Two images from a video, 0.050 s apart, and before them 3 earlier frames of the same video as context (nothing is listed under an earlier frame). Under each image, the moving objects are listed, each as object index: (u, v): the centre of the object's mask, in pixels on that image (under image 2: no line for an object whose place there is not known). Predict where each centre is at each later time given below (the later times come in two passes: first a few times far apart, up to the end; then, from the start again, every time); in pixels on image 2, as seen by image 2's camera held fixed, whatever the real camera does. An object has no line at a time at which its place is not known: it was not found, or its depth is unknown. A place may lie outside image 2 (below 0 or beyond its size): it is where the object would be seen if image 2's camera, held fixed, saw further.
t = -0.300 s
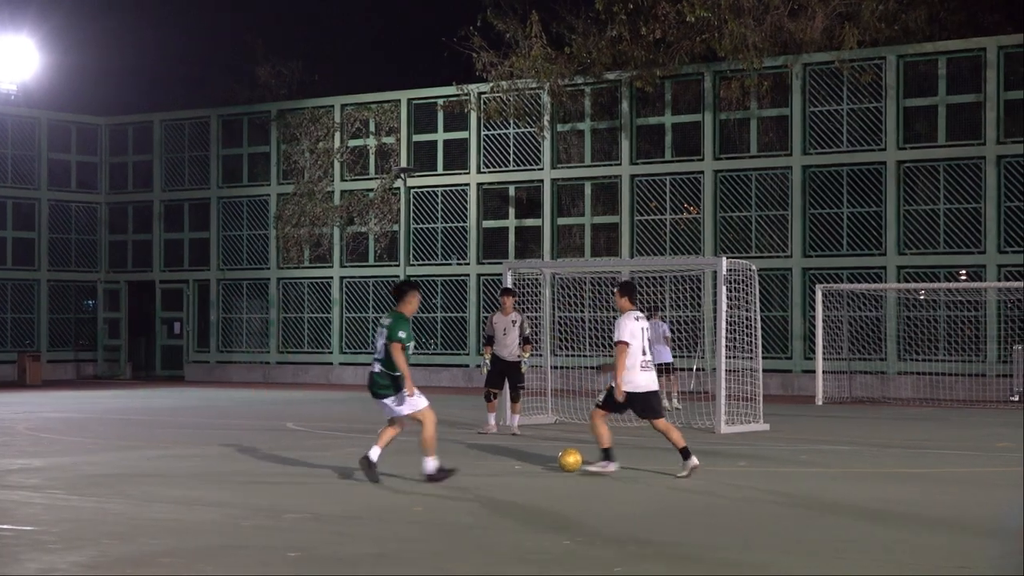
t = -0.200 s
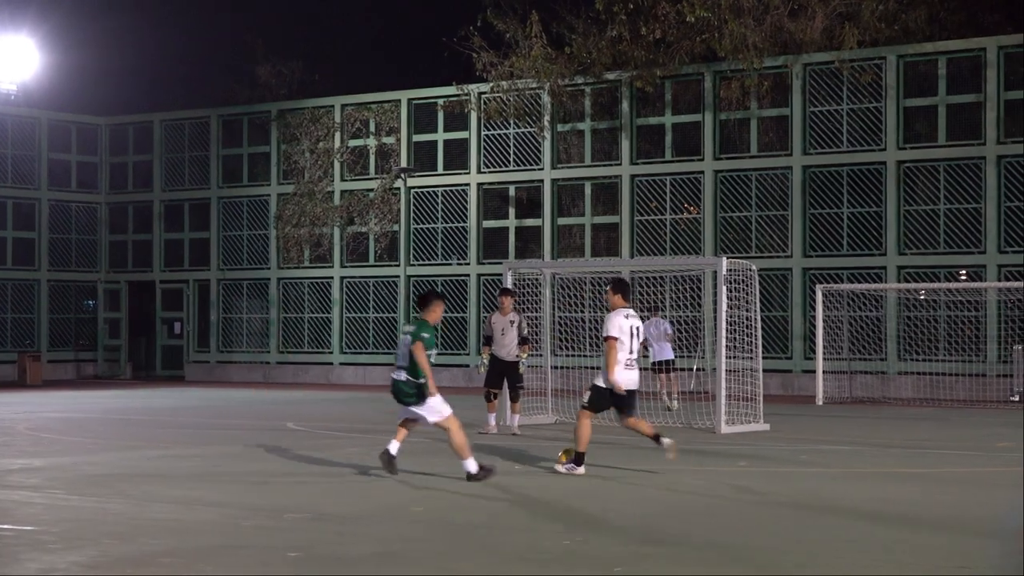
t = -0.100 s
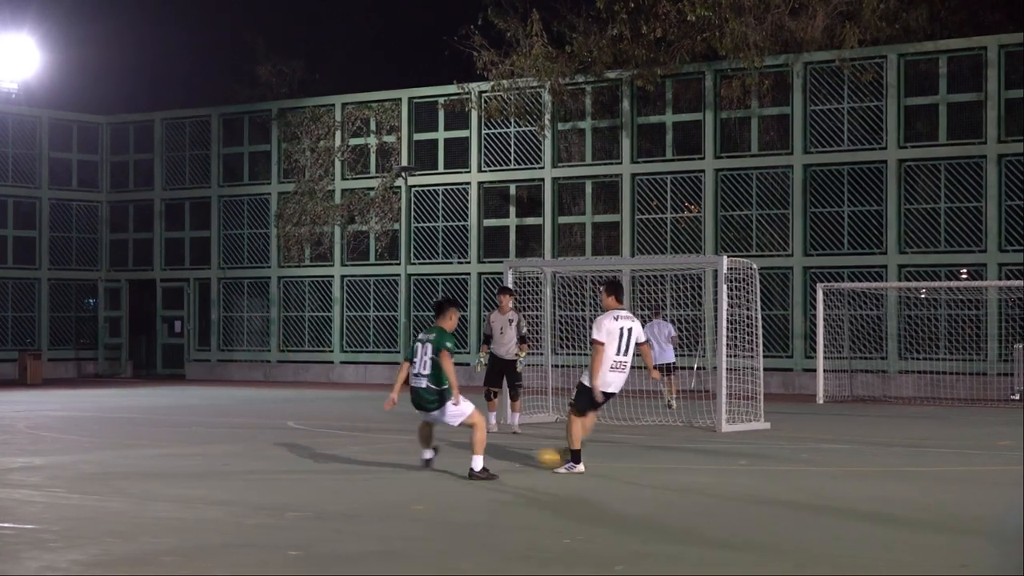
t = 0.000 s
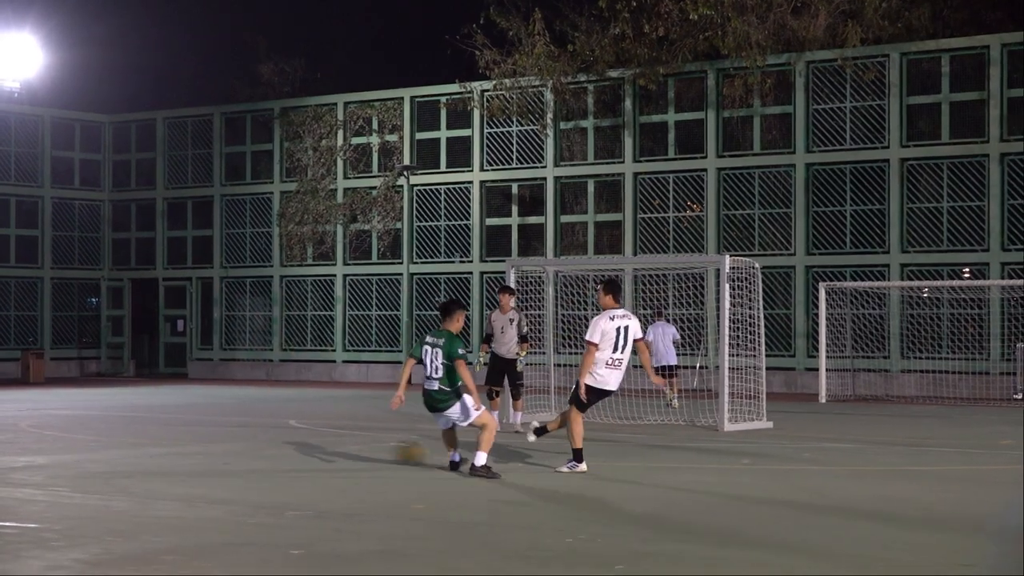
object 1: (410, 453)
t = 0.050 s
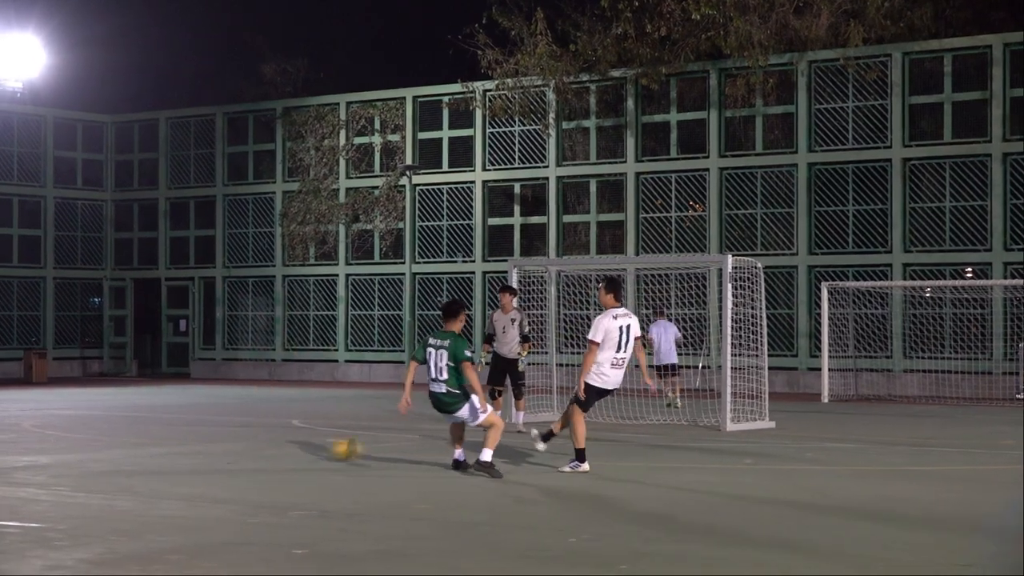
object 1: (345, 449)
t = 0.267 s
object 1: (98, 441)
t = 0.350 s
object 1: (19, 438)
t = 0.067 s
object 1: (323, 449)
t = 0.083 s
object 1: (302, 449)
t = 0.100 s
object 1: (280, 449)
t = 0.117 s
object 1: (261, 449)
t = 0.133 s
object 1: (240, 447)
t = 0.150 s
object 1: (221, 446)
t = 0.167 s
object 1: (203, 446)
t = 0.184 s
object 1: (184, 446)
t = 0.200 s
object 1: (165, 445)
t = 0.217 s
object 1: (147, 446)
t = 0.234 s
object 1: (130, 445)
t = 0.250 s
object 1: (113, 443)
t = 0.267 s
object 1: (98, 441)
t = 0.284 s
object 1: (82, 440)
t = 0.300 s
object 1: (66, 439)
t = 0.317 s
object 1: (50, 438)
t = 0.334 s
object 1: (35, 437)
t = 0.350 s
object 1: (19, 438)
